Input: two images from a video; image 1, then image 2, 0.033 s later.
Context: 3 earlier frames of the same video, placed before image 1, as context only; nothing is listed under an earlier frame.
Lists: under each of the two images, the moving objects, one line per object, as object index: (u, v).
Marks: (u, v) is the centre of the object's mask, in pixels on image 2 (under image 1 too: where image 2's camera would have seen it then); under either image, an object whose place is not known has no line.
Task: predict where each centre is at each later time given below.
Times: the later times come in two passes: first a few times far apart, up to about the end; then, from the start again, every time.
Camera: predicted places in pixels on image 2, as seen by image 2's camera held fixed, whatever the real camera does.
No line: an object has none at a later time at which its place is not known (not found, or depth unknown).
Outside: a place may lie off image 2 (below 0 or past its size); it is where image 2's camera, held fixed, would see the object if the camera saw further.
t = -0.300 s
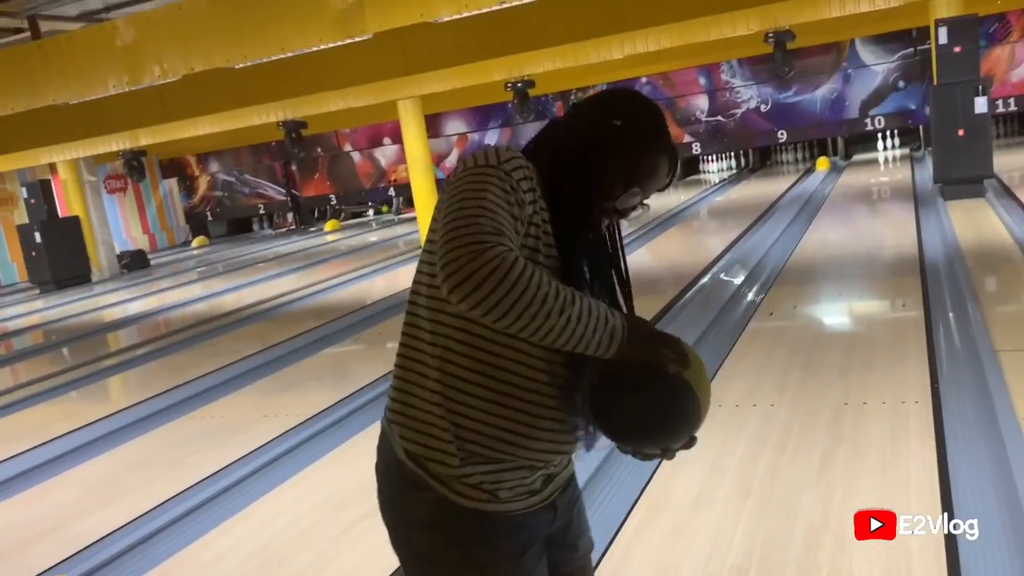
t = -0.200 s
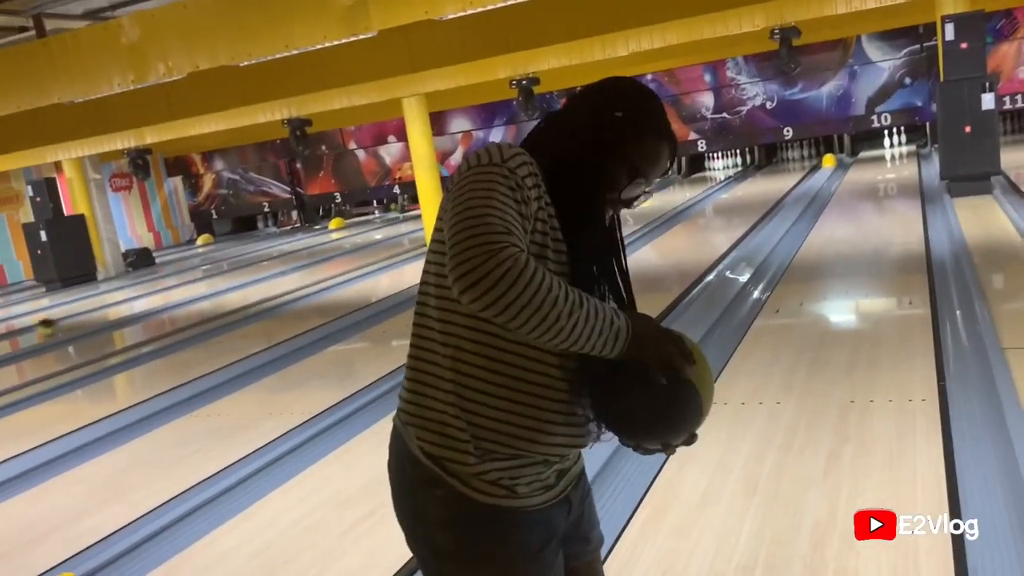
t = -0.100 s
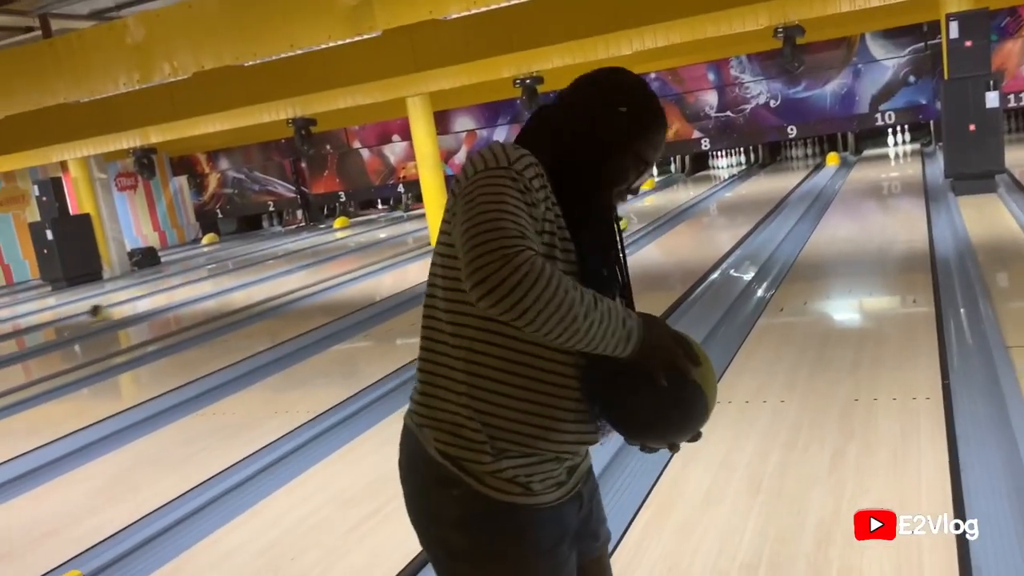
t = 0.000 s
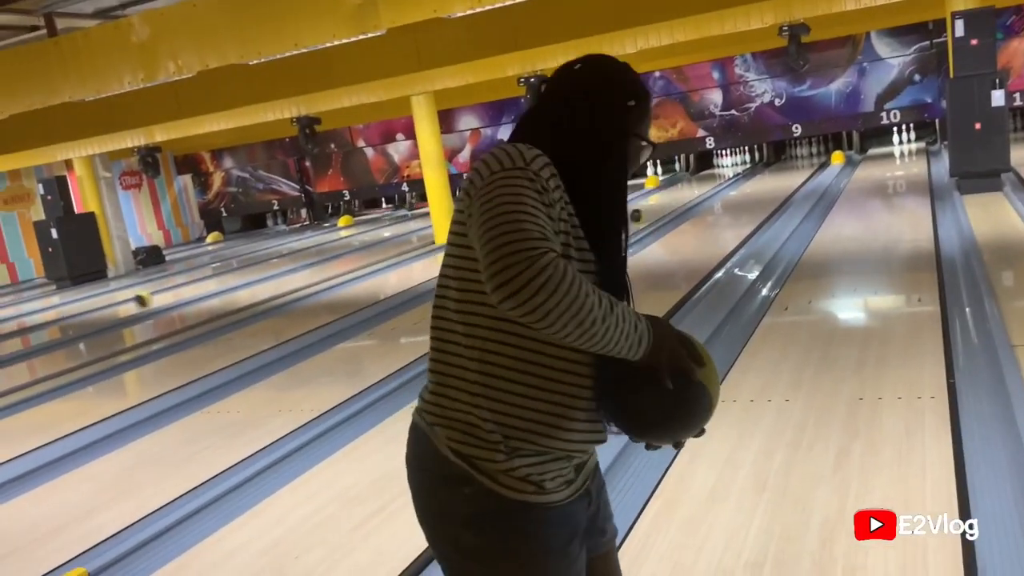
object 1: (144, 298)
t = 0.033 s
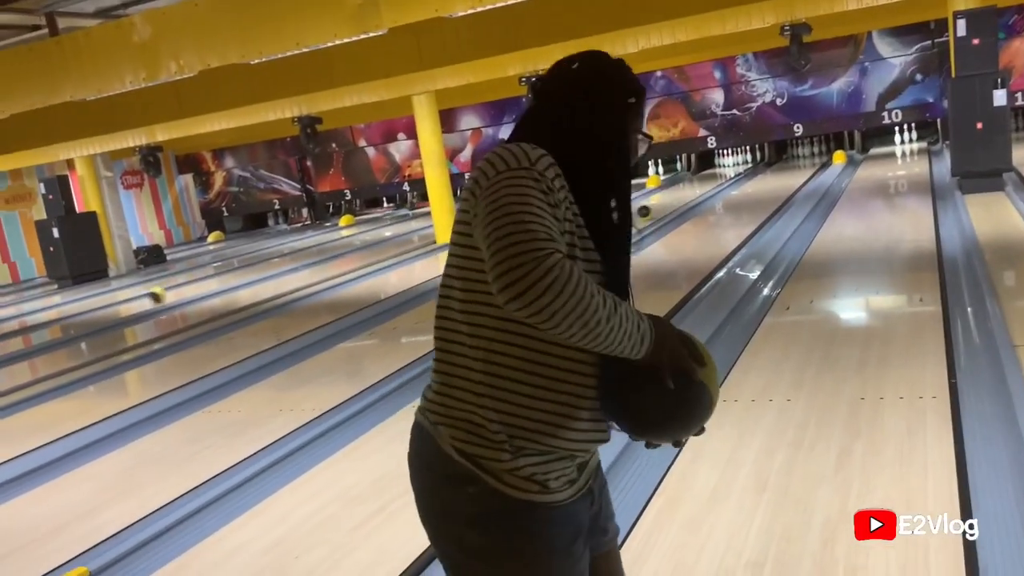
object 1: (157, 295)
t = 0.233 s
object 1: (224, 274)
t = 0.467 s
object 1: (287, 255)
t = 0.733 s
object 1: (346, 238)
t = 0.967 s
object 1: (385, 230)
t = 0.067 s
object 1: (169, 291)
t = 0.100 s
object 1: (180, 288)
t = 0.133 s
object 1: (192, 284)
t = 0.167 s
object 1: (203, 281)
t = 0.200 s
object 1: (214, 277)
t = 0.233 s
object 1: (224, 274)
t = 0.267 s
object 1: (234, 271)
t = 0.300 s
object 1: (243, 267)
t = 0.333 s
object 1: (253, 265)
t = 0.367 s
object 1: (262, 263)
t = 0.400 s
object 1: (270, 260)
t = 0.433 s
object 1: (279, 258)
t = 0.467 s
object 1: (287, 255)
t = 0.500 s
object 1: (295, 253)
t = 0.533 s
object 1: (303, 251)
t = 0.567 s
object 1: (311, 248)
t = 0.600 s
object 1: (318, 246)
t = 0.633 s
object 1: (326, 244)
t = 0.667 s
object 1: (332, 242)
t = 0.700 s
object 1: (339, 239)
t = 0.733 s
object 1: (346, 238)
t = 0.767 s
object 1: (351, 237)
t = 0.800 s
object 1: (358, 234)
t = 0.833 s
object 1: (364, 232)
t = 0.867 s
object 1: (370, 231)
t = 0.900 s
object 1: (376, 229)
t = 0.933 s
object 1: (382, 227)
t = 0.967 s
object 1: (385, 230)
